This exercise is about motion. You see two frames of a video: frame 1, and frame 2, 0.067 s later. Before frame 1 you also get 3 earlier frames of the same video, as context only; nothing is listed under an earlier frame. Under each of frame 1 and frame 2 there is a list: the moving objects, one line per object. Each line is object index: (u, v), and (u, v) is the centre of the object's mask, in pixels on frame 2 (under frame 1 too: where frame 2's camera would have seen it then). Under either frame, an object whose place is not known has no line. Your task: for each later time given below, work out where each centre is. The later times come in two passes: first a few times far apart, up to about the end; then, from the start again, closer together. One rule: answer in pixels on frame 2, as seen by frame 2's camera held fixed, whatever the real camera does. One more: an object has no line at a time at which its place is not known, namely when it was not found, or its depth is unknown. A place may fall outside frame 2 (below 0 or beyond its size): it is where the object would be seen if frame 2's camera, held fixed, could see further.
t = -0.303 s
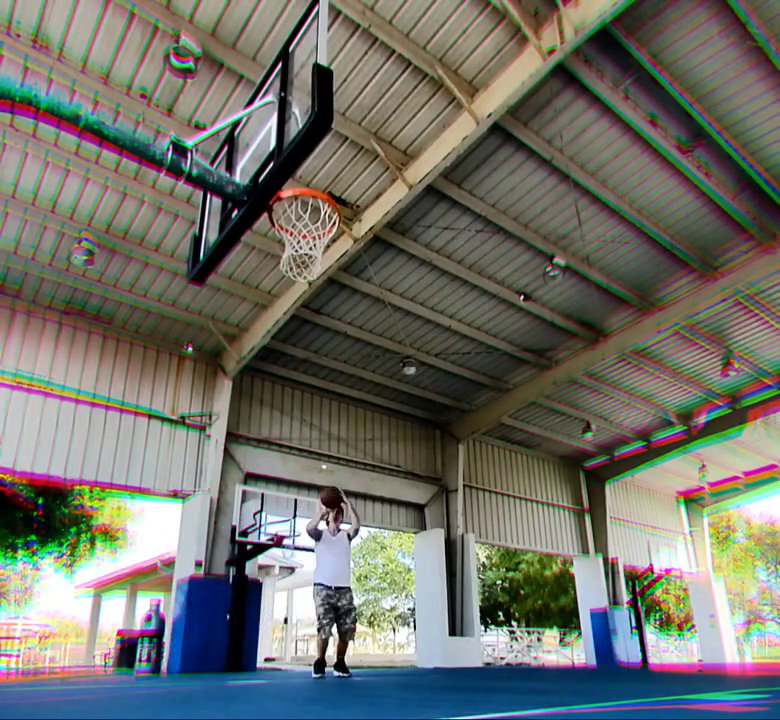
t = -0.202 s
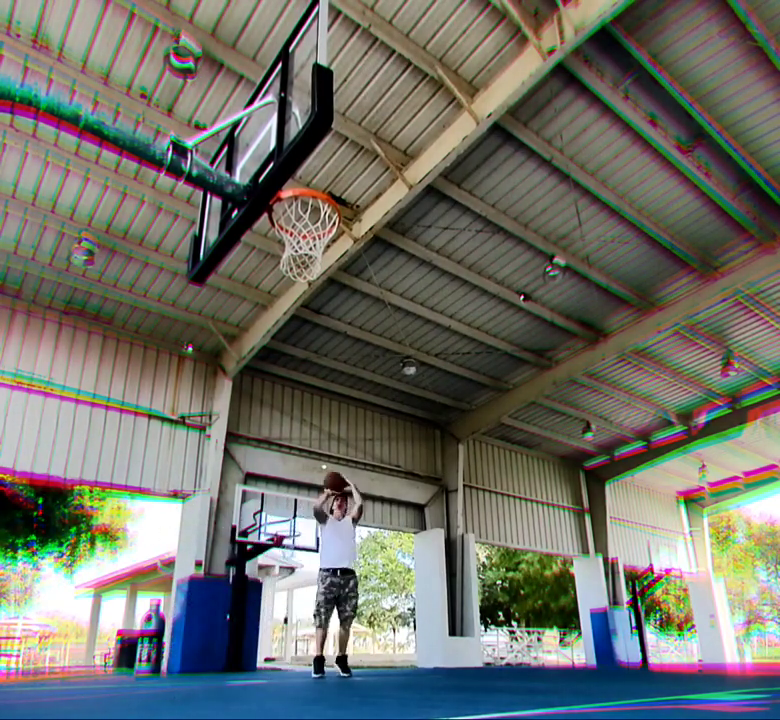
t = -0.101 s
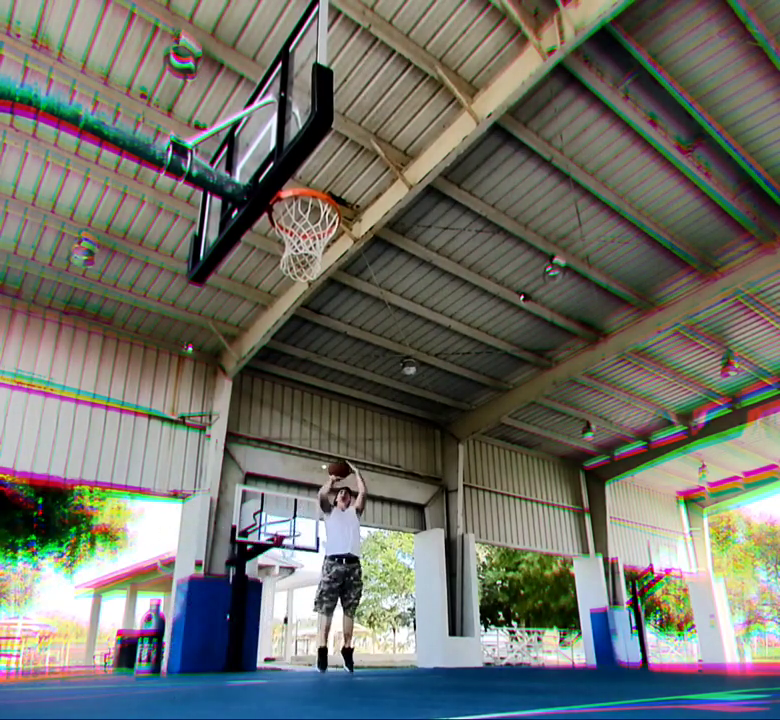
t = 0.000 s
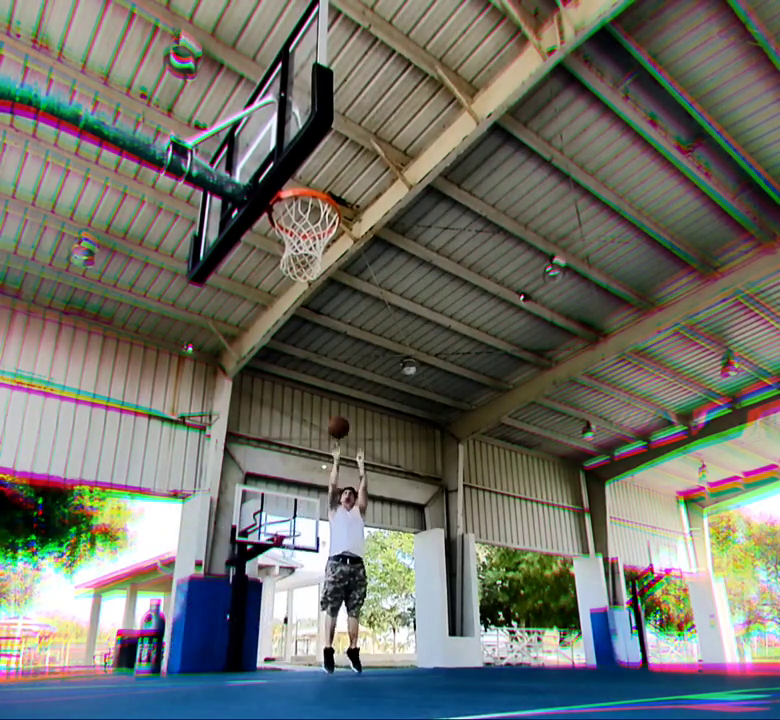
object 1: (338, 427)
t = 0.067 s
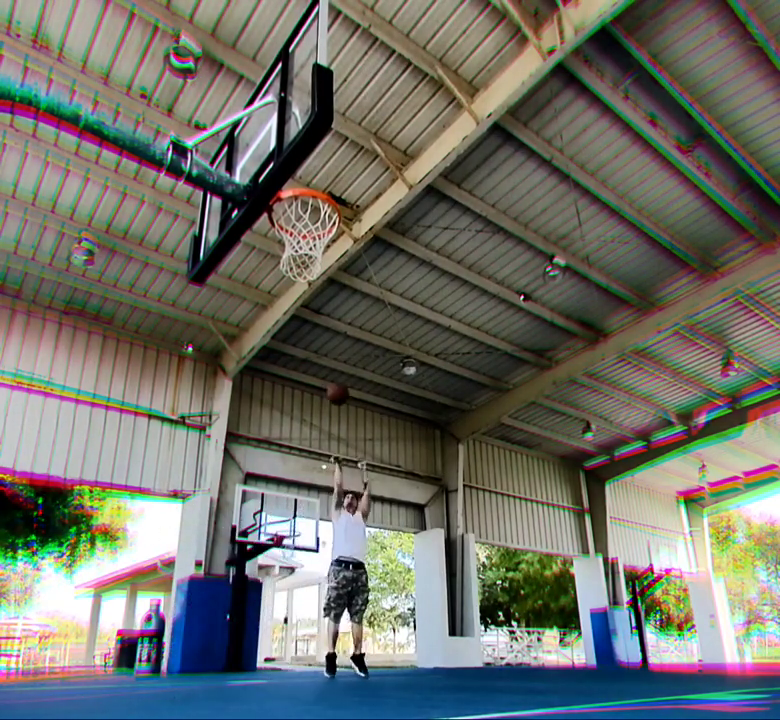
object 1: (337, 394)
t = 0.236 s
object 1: (334, 323)
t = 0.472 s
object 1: (331, 253)
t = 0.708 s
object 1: (313, 214)
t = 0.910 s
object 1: (300, 225)
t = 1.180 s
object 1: (276, 266)
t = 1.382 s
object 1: (247, 386)
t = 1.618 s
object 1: (193, 660)
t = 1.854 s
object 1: (207, 425)
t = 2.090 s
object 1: (205, 345)
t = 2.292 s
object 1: (199, 351)
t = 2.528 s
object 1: (179, 440)
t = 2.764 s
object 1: (145, 625)
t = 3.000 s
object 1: (148, 539)
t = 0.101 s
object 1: (335, 379)
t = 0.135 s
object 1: (336, 364)
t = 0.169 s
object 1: (335, 350)
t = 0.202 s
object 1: (335, 336)
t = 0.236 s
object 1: (334, 323)
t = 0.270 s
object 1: (333, 311)
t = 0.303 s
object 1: (333, 299)
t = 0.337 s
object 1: (332, 289)
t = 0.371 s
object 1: (332, 279)
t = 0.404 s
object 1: (331, 269)
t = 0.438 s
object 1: (331, 260)
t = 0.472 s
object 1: (331, 253)
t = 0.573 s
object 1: (324, 224)
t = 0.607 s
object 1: (318, 220)
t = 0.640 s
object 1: (318, 219)
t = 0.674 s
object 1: (317, 217)
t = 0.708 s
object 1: (313, 214)
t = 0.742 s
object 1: (315, 214)
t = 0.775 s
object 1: (311, 213)
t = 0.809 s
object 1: (309, 213)
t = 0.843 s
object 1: (307, 217)
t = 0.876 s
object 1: (304, 219)
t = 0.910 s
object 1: (300, 225)
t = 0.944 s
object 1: (299, 218)
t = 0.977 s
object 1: (296, 220)
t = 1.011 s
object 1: (293, 224)
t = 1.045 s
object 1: (290, 229)
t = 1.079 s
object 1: (288, 236)
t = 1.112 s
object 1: (284, 244)
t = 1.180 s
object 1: (276, 266)
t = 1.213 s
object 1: (272, 279)
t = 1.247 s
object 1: (267, 296)
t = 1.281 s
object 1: (263, 315)
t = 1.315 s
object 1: (257, 335)
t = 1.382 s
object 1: (247, 386)
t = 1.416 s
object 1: (241, 418)
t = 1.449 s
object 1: (233, 454)
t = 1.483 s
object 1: (225, 493)
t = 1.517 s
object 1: (217, 537)
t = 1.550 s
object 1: (207, 588)
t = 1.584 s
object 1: (197, 646)
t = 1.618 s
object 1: (193, 660)
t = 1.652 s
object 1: (195, 611)
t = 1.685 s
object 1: (199, 569)
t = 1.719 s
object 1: (201, 533)
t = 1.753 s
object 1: (203, 500)
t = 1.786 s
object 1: (205, 472)
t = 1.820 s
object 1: (206, 448)
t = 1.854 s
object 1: (207, 425)
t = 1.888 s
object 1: (207, 406)
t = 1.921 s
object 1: (208, 389)
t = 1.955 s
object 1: (207, 376)
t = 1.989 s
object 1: (207, 365)
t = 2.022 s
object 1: (207, 357)
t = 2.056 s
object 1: (206, 350)
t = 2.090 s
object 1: (205, 345)
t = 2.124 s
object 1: (205, 342)
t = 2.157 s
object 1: (204, 341)
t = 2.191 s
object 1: (203, 341)
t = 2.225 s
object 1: (201, 343)
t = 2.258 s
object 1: (200, 347)
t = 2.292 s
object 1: (199, 351)
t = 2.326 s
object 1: (195, 359)
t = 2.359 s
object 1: (194, 367)
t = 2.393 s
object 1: (193, 376)
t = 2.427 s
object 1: (189, 391)
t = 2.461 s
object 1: (186, 406)
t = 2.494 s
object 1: (183, 423)
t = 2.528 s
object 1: (179, 440)
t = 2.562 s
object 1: (175, 459)
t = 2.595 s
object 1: (171, 481)
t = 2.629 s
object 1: (167, 504)
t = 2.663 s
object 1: (162, 531)
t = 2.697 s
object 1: (156, 560)
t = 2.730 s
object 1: (152, 592)
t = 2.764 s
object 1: (145, 625)
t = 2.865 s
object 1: (141, 628)
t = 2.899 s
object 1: (144, 600)
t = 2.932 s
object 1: (146, 577)
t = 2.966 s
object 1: (147, 557)
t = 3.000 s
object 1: (148, 539)
